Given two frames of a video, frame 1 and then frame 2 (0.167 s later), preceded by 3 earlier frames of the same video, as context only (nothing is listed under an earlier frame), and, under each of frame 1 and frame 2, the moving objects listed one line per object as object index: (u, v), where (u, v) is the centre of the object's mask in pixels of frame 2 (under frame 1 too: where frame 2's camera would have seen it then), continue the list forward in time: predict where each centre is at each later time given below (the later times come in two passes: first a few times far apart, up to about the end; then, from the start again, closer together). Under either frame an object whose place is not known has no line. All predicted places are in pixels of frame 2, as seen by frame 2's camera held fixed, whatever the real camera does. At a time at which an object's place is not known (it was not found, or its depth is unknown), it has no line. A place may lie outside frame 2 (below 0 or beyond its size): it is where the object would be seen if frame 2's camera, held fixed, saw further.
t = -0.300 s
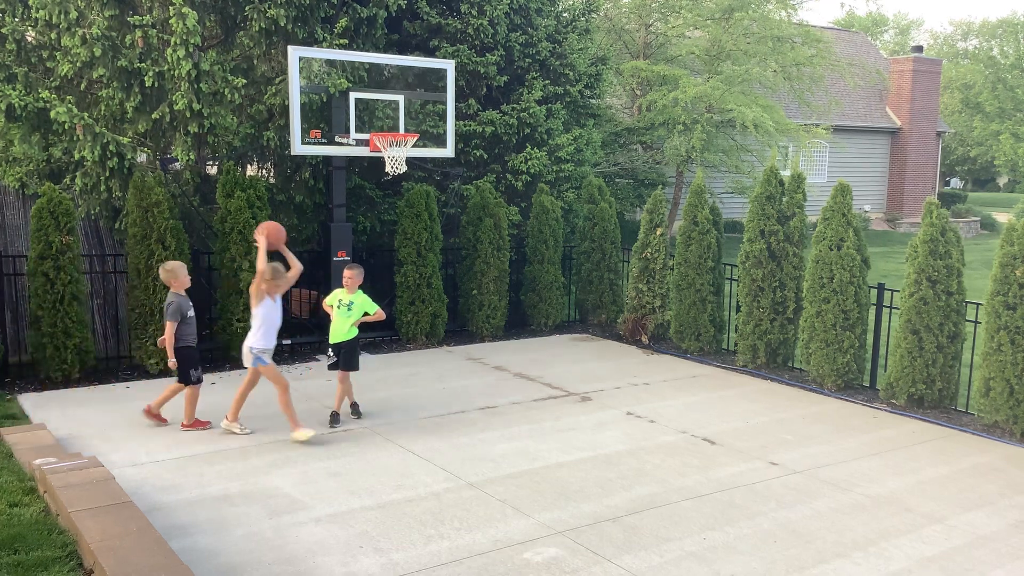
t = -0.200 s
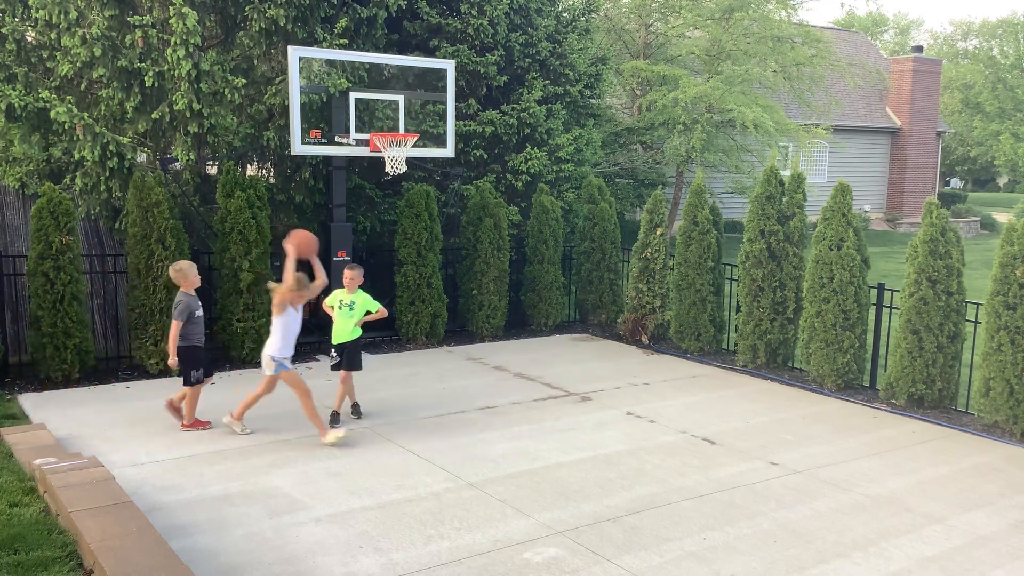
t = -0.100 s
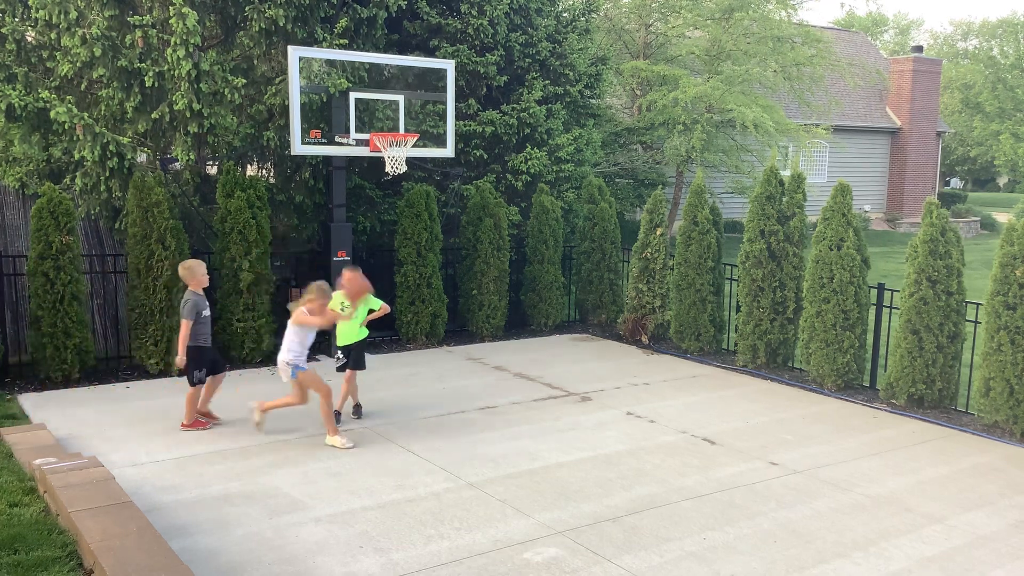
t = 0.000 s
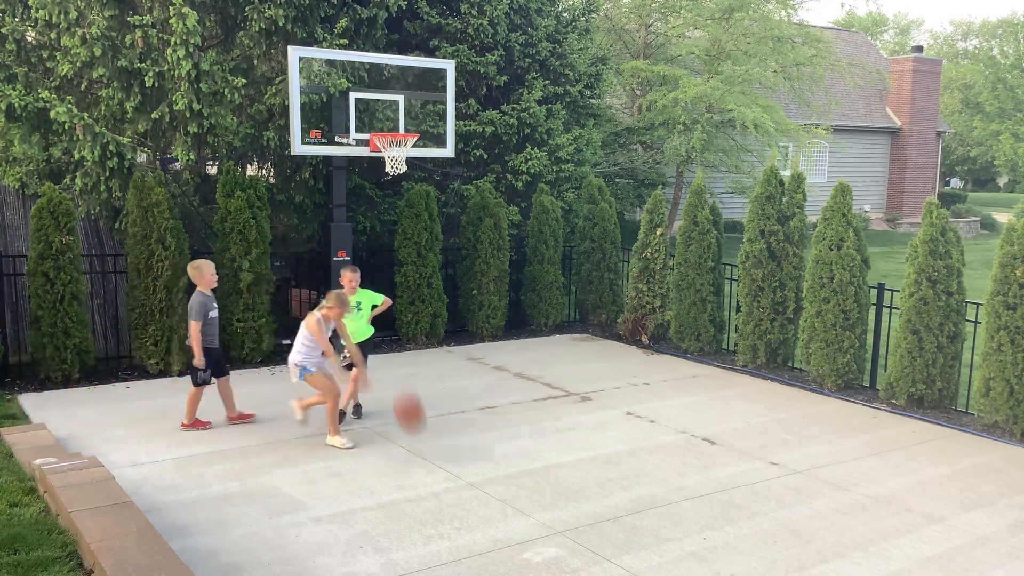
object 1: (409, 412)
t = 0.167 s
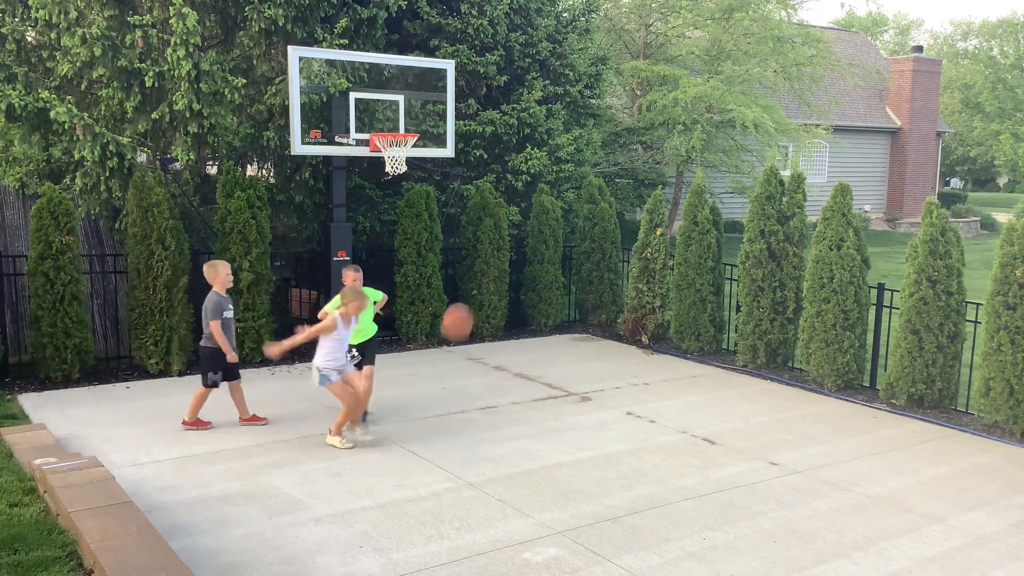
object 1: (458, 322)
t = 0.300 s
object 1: (492, 216)
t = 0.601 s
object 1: (578, 49)
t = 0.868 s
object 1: (655, 7)
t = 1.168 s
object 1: (741, 75)
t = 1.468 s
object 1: (817, 289)
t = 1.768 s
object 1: (901, 405)
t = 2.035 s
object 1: (997, 254)
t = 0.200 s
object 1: (466, 294)
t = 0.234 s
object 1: (474, 267)
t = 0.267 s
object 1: (483, 241)
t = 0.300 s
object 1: (492, 216)
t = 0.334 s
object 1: (502, 192)
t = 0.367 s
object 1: (511, 169)
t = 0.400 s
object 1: (520, 148)
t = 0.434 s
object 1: (529, 129)
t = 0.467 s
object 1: (538, 110)
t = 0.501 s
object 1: (549, 92)
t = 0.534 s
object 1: (558, 76)
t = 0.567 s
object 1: (567, 61)
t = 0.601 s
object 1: (578, 49)
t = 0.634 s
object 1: (587, 36)
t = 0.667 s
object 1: (597, 26)
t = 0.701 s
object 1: (607, 18)
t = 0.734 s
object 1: (616, 13)
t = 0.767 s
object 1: (627, 11)
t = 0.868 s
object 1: (655, 7)
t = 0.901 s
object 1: (665, 8)
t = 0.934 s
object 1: (676, 9)
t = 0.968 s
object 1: (685, 11)
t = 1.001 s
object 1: (696, 16)
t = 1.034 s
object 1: (705, 23)
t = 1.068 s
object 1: (714, 33)
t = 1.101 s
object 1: (723, 45)
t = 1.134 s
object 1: (733, 59)
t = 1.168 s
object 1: (741, 75)
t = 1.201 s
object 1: (750, 91)
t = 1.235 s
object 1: (759, 110)
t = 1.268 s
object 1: (767, 131)
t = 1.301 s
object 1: (776, 153)
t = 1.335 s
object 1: (784, 178)
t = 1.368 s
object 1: (793, 203)
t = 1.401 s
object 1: (801, 231)
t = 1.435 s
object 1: (809, 259)
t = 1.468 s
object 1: (817, 289)
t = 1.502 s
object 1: (825, 321)
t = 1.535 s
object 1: (833, 355)
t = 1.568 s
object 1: (840, 389)
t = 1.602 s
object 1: (848, 428)
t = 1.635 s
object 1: (855, 466)
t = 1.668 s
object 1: (863, 486)
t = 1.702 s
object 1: (876, 458)
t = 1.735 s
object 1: (888, 432)
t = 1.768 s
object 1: (901, 405)
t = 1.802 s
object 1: (912, 382)
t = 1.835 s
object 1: (924, 359)
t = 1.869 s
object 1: (936, 338)
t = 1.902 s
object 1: (949, 319)
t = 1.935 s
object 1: (961, 299)
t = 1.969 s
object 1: (973, 282)
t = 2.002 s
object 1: (985, 266)
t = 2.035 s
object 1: (997, 254)
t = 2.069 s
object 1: (1008, 240)
